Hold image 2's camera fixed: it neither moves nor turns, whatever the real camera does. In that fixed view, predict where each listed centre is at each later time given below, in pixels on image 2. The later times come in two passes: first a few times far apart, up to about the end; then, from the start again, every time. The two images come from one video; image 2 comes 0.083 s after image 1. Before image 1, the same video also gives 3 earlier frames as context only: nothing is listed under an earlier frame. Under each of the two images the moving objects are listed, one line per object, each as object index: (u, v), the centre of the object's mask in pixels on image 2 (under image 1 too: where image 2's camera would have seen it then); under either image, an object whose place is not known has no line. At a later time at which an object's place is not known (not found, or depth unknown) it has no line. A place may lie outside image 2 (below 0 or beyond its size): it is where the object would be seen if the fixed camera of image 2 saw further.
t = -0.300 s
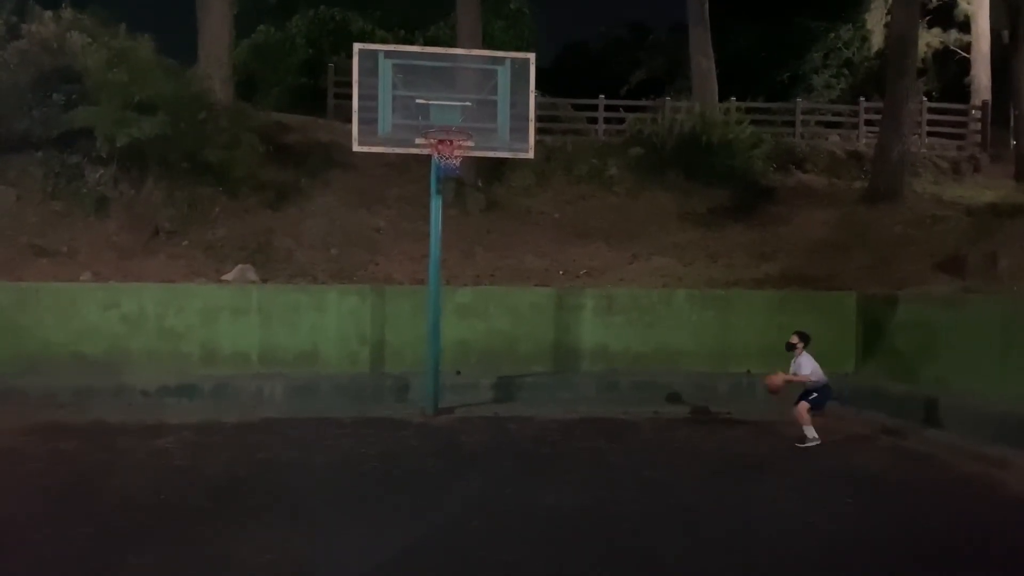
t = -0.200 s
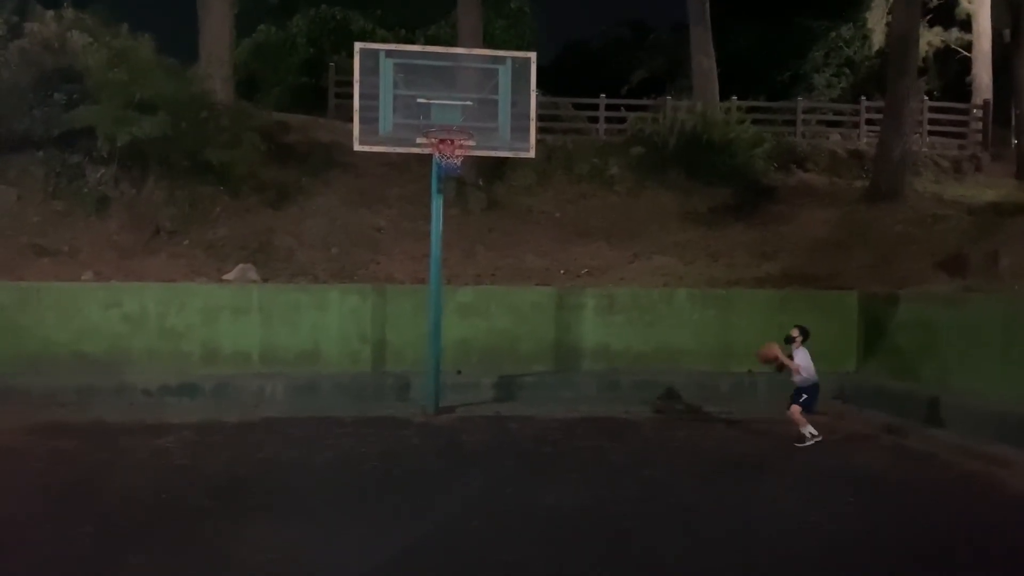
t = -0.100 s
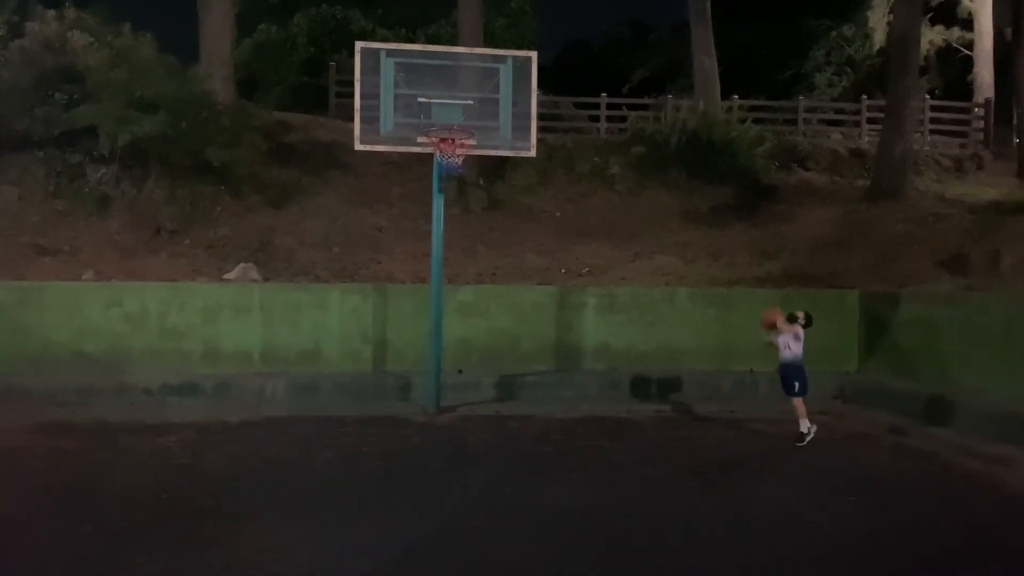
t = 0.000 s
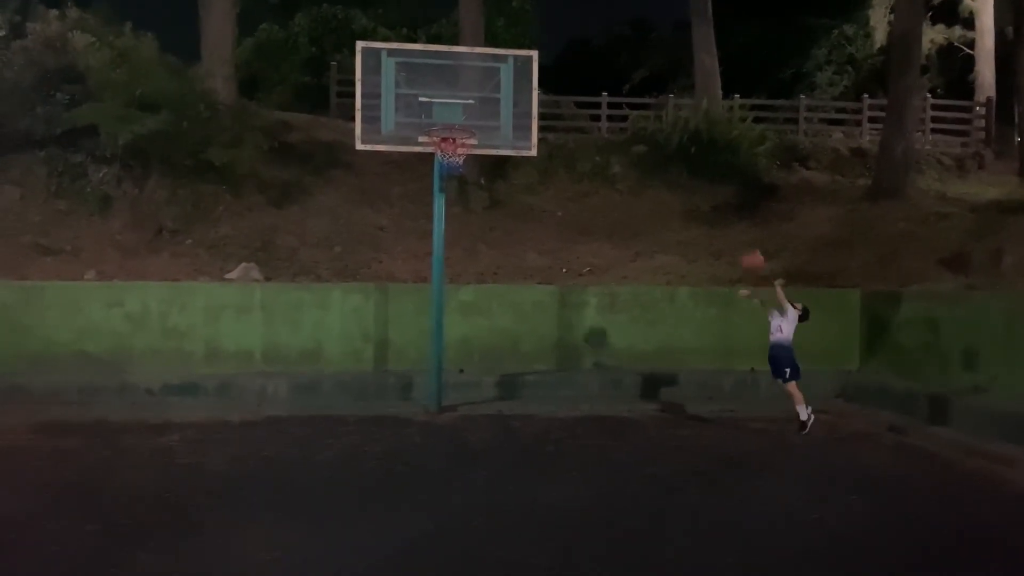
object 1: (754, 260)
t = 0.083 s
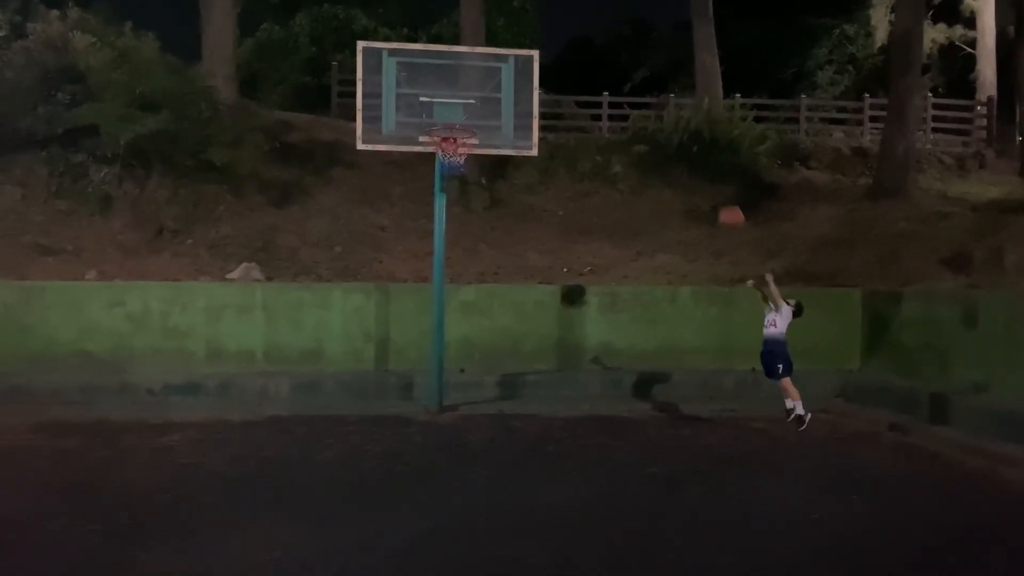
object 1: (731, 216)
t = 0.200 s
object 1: (701, 168)
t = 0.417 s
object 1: (643, 108)
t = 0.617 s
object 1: (589, 94)
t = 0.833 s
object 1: (529, 122)
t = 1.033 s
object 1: (471, 188)
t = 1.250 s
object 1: (410, 307)
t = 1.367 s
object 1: (374, 389)
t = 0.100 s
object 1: (727, 210)
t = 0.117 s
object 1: (722, 201)
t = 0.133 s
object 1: (718, 194)
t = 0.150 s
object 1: (713, 187)
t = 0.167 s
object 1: (710, 180)
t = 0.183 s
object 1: (705, 173)
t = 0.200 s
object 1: (701, 168)
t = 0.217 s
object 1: (696, 162)
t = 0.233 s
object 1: (692, 157)
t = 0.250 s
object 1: (688, 151)
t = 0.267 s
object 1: (683, 146)
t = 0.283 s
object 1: (678, 140)
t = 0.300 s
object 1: (674, 136)
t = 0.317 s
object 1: (669, 132)
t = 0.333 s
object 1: (665, 126)
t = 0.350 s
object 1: (661, 122)
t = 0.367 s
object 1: (656, 118)
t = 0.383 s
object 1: (652, 115)
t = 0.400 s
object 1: (647, 112)
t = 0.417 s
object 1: (643, 108)
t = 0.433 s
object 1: (638, 105)
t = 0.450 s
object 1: (633, 102)
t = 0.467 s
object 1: (629, 100)
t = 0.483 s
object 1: (625, 99)
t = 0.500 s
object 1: (620, 97)
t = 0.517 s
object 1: (615, 96)
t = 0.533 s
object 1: (611, 95)
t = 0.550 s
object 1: (607, 95)
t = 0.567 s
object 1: (602, 94)
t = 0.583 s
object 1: (598, 93)
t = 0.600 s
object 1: (594, 94)
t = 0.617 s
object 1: (589, 94)
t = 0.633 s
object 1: (584, 94)
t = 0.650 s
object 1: (579, 95)
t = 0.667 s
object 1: (574, 95)
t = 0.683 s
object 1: (570, 97)
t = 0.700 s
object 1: (566, 97)
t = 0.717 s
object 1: (561, 100)
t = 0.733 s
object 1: (556, 101)
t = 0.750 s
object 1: (551, 105)
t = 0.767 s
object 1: (548, 107)
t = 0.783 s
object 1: (543, 110)
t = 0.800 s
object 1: (538, 115)
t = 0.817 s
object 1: (534, 118)
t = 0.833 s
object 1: (529, 122)
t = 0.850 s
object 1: (524, 126)
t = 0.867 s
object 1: (519, 130)
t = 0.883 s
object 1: (516, 135)
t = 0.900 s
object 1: (510, 140)
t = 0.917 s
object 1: (507, 145)
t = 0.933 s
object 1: (500, 151)
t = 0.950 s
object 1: (496, 158)
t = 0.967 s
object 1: (492, 162)
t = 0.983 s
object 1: (487, 167)
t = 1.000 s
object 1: (481, 174)
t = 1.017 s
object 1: (476, 181)
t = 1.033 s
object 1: (471, 188)
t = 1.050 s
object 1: (467, 195)
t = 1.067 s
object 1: (463, 202)
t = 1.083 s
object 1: (458, 211)
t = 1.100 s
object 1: (453, 218)
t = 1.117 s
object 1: (448, 228)
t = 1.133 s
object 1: (444, 237)
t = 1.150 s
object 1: (438, 246)
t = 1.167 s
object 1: (434, 255)
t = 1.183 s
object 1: (430, 266)
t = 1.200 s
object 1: (423, 277)
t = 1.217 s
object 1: (420, 286)
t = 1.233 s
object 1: (415, 296)
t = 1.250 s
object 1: (410, 307)
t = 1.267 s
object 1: (405, 319)
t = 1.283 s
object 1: (400, 329)
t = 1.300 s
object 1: (395, 341)
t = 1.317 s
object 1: (390, 354)
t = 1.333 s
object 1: (385, 364)
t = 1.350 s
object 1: (379, 378)
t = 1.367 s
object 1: (374, 389)
